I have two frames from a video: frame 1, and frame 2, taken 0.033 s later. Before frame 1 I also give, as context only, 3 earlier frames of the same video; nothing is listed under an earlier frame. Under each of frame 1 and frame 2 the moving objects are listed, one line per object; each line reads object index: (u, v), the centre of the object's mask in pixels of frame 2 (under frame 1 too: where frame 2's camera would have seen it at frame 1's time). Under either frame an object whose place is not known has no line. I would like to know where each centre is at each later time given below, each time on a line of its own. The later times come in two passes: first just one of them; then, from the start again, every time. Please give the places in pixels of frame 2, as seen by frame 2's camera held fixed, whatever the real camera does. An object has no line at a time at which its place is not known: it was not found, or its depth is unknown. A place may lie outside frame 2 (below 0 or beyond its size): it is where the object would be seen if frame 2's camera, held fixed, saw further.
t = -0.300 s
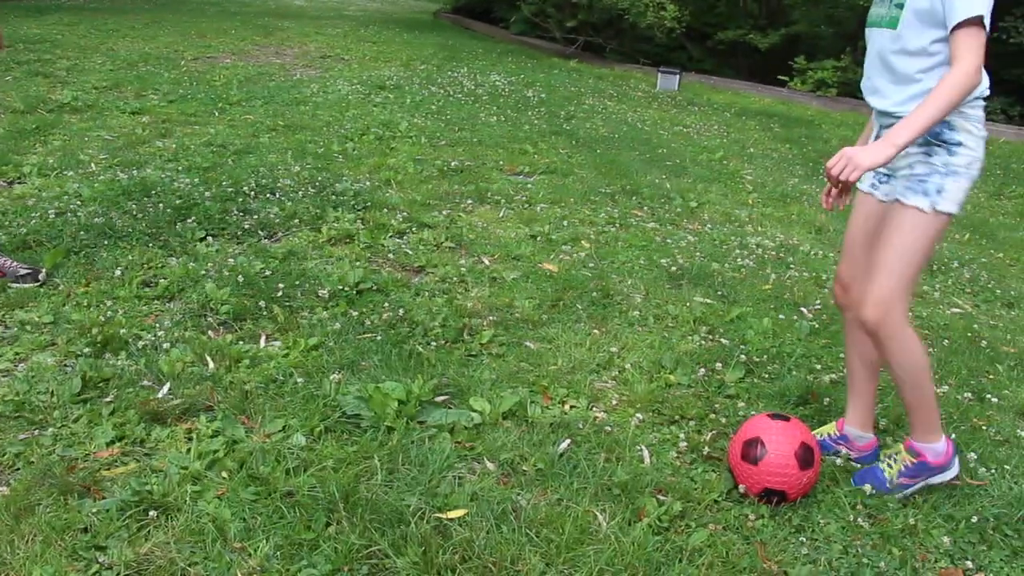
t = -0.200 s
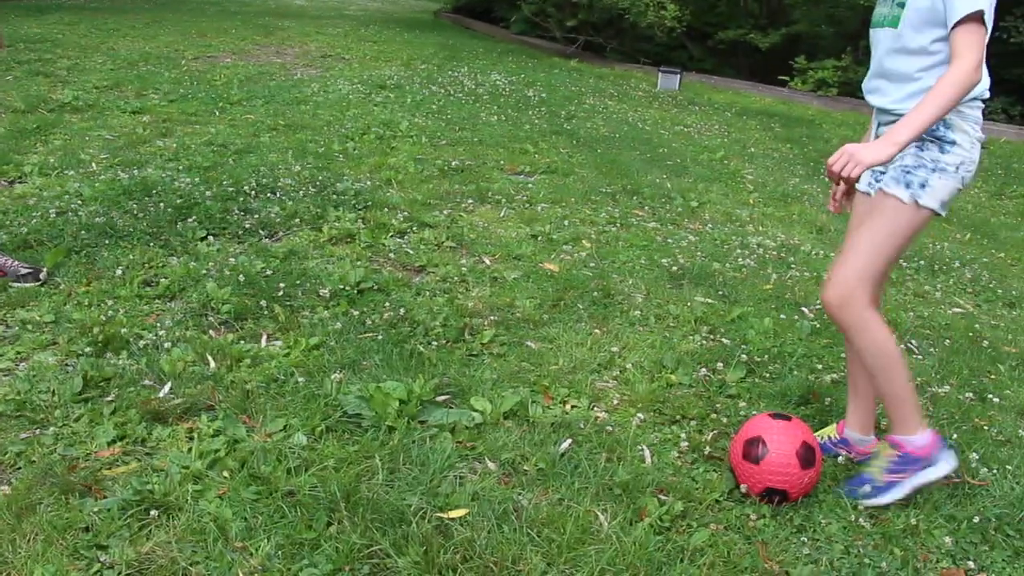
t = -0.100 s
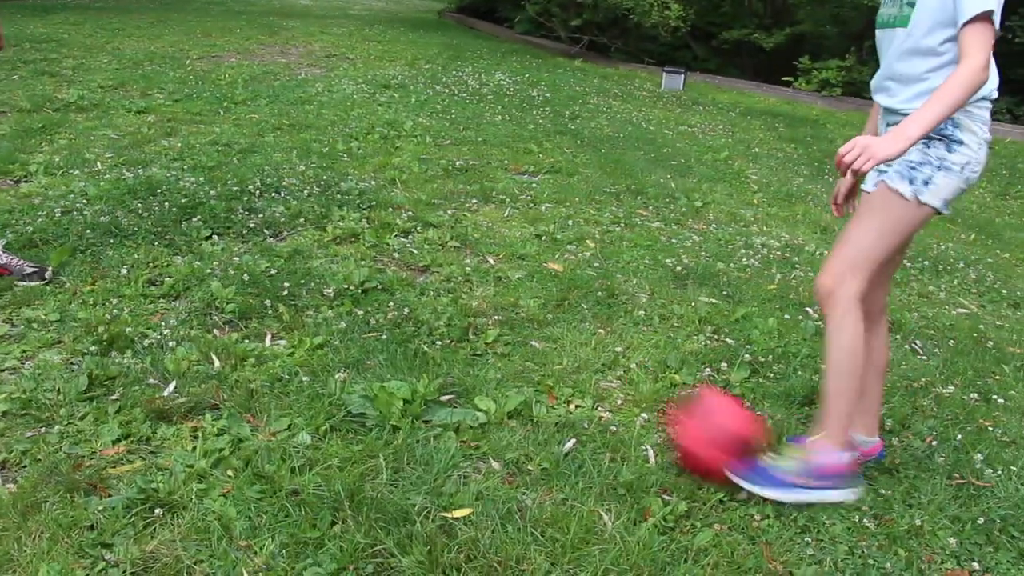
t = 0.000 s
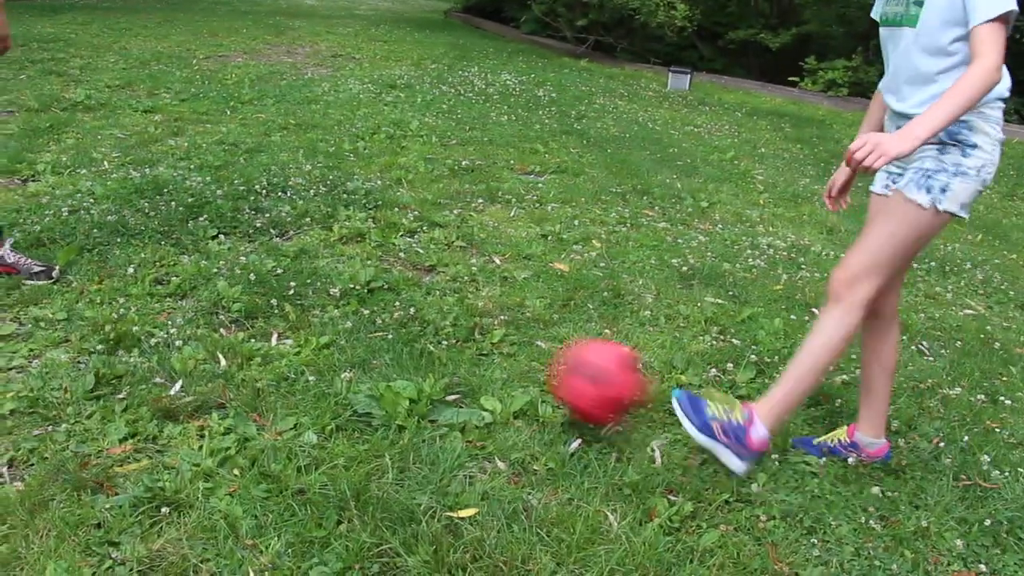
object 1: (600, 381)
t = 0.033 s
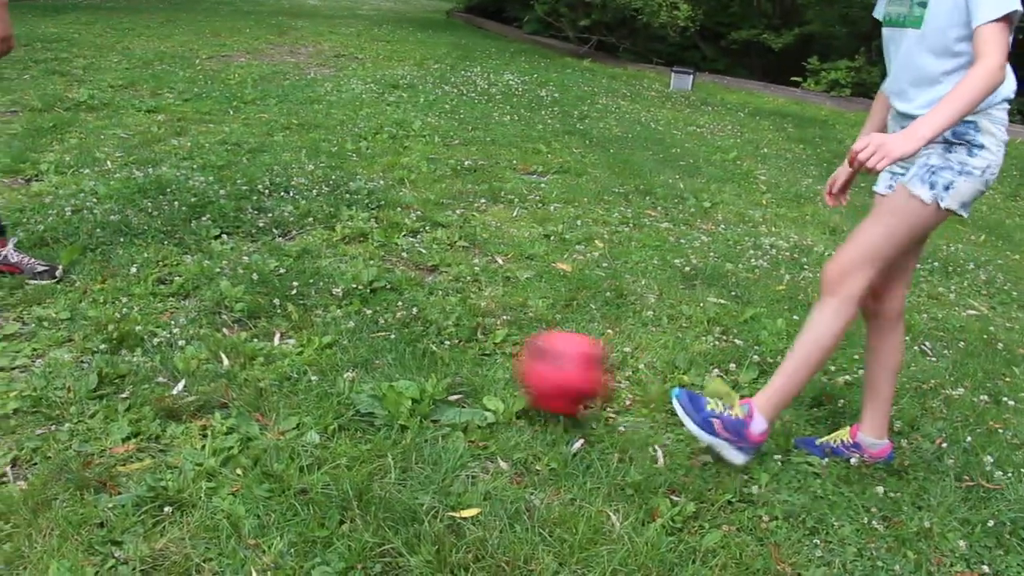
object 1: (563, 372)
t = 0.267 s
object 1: (415, 330)
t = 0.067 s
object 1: (528, 367)
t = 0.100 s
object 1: (494, 366)
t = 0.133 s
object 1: (469, 359)
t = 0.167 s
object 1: (455, 347)
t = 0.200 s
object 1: (442, 338)
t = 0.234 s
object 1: (428, 333)
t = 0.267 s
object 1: (415, 330)
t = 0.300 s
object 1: (402, 328)
